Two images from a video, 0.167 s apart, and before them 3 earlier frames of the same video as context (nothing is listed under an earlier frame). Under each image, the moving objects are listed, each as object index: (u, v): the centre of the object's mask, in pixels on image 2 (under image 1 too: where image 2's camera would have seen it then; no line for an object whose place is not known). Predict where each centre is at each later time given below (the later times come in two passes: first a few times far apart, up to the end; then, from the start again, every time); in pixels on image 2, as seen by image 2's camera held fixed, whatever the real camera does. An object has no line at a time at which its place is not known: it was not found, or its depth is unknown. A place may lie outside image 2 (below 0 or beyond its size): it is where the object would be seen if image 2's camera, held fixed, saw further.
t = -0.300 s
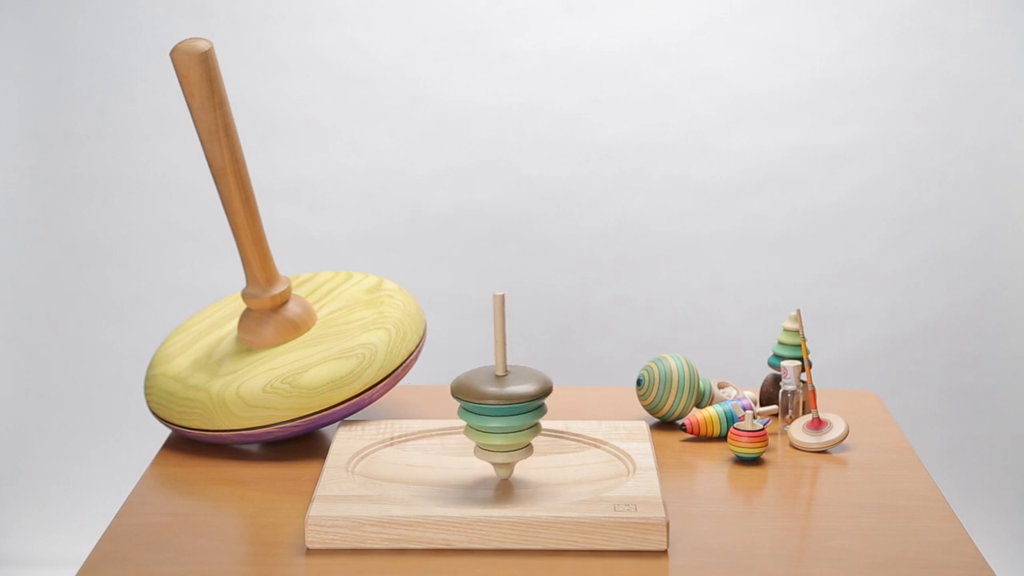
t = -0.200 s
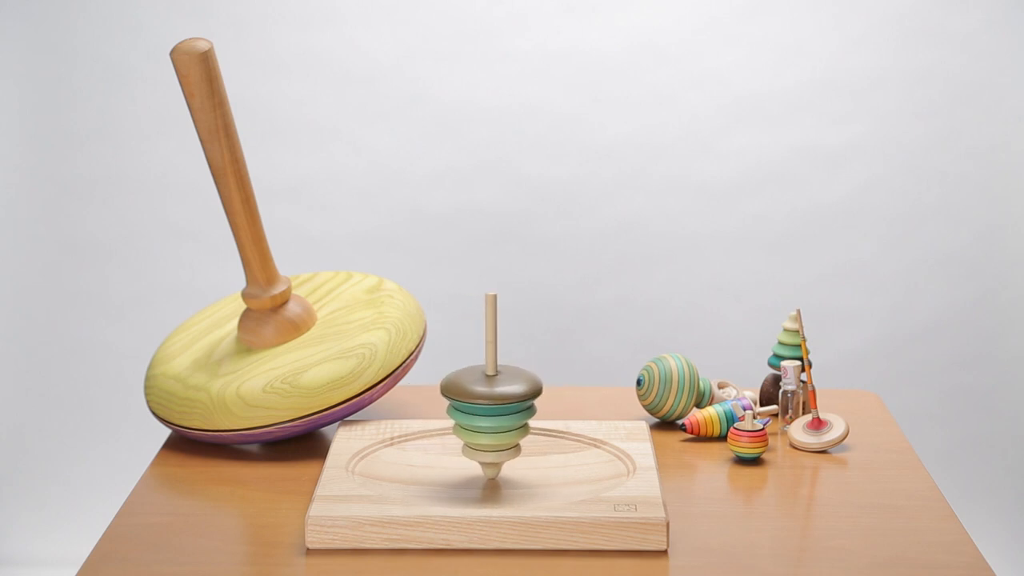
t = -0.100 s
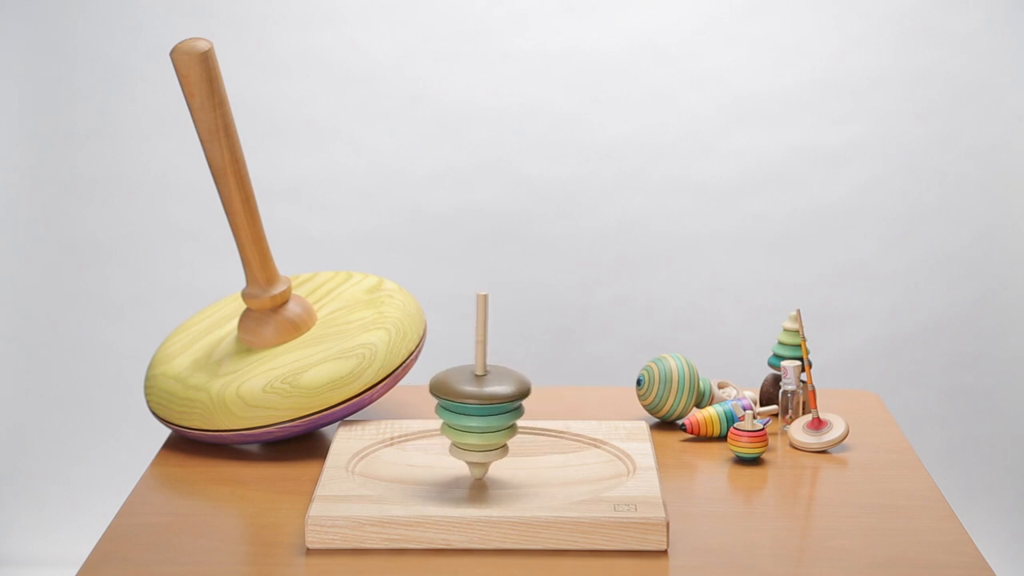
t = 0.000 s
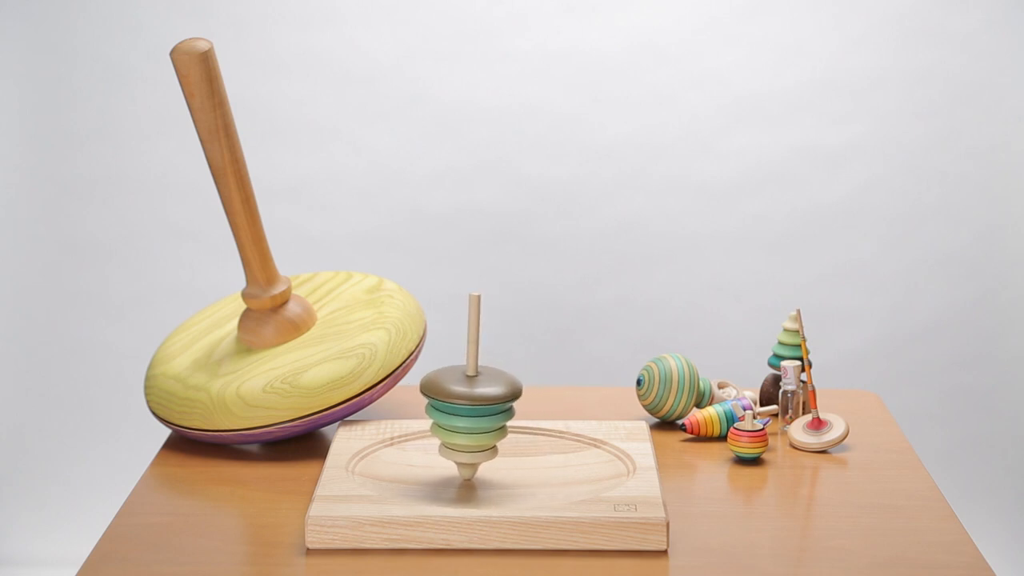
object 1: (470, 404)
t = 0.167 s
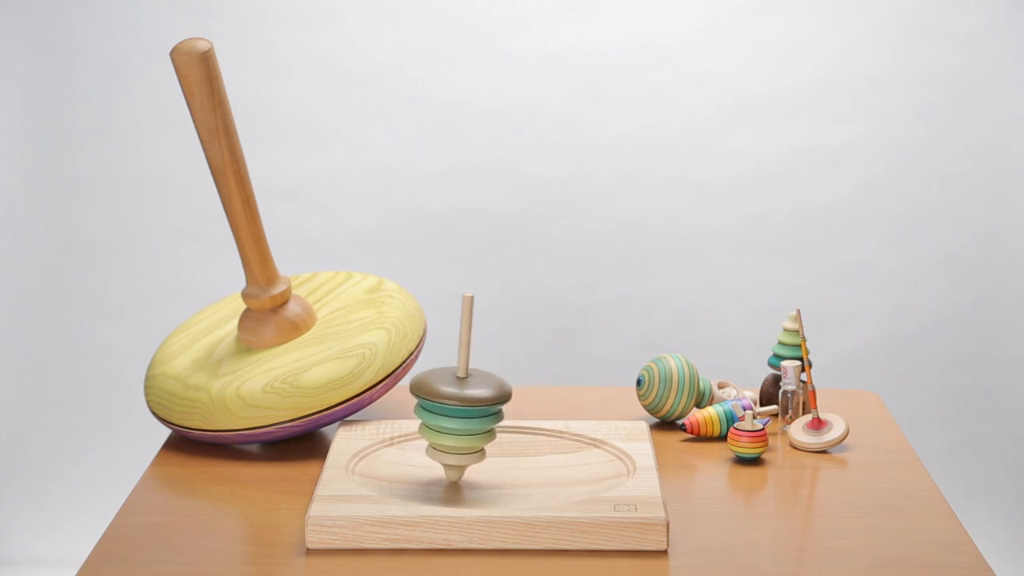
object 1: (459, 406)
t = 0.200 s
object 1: (458, 407)
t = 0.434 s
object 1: (458, 411)
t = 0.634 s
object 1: (466, 415)
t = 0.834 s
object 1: (481, 416)
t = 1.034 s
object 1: (499, 414)
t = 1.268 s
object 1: (517, 410)
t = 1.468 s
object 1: (522, 406)
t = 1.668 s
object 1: (514, 404)
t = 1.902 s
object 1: (492, 404)
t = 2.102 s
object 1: (468, 406)
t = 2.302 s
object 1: (453, 409)
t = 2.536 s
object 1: (452, 413)
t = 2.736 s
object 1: (464, 414)
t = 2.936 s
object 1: (485, 414)
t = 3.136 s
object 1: (509, 412)
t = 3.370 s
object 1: (529, 407)
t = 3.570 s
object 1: (525, 406)
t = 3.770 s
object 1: (505, 406)
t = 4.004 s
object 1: (474, 405)
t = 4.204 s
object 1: (456, 406)
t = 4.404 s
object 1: (453, 409)
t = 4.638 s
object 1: (465, 413)
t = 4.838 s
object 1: (482, 416)
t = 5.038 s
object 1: (500, 415)
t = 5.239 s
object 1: (515, 411)
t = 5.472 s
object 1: (520, 406)
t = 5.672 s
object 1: (510, 404)
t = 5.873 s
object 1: (491, 402)
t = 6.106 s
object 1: (469, 404)
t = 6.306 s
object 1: (458, 409)
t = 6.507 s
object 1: (458, 413)
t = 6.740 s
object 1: (470, 416)
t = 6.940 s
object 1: (483, 414)
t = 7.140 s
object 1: (507, 410)
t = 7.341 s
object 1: (523, 404)
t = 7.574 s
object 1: (522, 402)
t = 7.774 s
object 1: (506, 404)
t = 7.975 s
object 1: (480, 407)
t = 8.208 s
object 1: (456, 412)
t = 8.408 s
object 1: (448, 414)
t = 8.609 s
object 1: (458, 415)
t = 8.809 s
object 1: (481, 414)
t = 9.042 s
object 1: (509, 410)
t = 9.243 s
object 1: (526, 405)
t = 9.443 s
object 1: (525, 403)
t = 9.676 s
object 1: (505, 405)
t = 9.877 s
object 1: (478, 407)
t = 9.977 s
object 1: (465, 409)
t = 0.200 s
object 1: (458, 407)
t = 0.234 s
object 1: (457, 407)
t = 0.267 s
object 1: (457, 408)
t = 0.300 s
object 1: (456, 408)
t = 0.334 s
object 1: (456, 409)
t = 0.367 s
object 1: (457, 410)
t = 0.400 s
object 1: (457, 410)
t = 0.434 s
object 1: (458, 411)
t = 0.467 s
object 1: (459, 412)
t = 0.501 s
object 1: (460, 412)
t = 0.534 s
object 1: (461, 413)
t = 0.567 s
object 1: (463, 414)
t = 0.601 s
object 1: (464, 414)
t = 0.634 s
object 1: (466, 415)
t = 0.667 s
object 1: (468, 415)
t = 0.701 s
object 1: (470, 415)
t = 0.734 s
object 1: (473, 416)
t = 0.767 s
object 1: (476, 416)
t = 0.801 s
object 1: (478, 416)
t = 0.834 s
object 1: (481, 416)
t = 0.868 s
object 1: (484, 416)
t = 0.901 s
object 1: (486, 416)
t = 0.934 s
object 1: (490, 416)
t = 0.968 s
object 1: (493, 415)
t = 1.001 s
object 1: (496, 415)
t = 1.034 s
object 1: (499, 414)
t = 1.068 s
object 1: (501, 414)
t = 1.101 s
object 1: (504, 413)
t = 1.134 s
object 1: (507, 412)
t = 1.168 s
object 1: (509, 412)
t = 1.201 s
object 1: (512, 411)
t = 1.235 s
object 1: (514, 410)
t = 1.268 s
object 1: (517, 410)
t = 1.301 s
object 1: (519, 408)
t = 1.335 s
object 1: (521, 408)
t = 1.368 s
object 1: (521, 407)
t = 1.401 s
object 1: (522, 406)
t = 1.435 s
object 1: (522, 406)
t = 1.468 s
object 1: (522, 406)
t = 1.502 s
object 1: (521, 405)
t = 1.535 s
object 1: (520, 405)
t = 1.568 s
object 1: (519, 405)
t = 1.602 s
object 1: (518, 404)
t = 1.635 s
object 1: (516, 404)
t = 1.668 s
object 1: (514, 404)
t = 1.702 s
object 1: (512, 404)
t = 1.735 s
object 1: (509, 404)
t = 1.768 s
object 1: (506, 404)
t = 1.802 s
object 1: (503, 404)
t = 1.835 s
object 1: (500, 404)
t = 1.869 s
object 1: (496, 405)
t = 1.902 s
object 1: (492, 404)
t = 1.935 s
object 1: (488, 405)
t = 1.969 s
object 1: (484, 405)
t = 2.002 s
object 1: (480, 406)
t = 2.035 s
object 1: (476, 406)
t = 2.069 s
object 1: (472, 406)
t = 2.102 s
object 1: (468, 406)
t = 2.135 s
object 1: (465, 407)
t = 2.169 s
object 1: (461, 407)
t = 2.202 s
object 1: (459, 408)
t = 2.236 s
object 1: (456, 408)
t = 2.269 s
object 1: (454, 409)
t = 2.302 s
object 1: (453, 409)
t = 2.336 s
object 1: (451, 410)
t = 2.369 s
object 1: (451, 410)
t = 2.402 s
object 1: (451, 411)
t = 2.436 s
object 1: (451, 411)
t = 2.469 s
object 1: (451, 412)
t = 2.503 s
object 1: (451, 412)
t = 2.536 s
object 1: (452, 413)
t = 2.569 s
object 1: (454, 413)
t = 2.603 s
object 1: (455, 413)
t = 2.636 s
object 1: (457, 413)
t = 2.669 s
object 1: (459, 414)
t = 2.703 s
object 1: (462, 414)
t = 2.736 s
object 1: (464, 414)
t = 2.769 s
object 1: (467, 415)
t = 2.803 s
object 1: (471, 415)
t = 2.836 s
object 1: (474, 415)
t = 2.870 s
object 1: (477, 414)
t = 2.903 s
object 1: (481, 414)
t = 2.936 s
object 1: (485, 414)
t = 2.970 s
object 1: (489, 414)
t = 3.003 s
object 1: (493, 414)
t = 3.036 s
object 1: (497, 413)
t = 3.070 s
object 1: (501, 412)
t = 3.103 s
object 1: (505, 412)
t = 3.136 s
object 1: (509, 412)
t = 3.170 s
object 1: (512, 411)
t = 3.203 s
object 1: (516, 410)
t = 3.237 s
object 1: (519, 409)
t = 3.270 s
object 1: (522, 409)
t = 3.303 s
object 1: (525, 408)
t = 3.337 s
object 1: (527, 407)
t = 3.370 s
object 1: (529, 407)
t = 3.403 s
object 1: (529, 407)
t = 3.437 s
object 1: (529, 407)
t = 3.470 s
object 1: (529, 406)
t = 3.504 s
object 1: (528, 406)
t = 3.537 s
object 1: (527, 406)
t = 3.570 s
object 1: (525, 406)
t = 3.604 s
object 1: (523, 406)
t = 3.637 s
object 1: (520, 406)
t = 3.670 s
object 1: (517, 406)
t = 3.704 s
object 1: (514, 406)
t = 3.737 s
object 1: (510, 406)
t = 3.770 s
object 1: (505, 406)
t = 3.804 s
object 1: (501, 406)
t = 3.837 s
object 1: (497, 405)
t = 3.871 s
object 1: (492, 405)
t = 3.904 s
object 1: (487, 405)
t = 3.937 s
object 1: (483, 405)
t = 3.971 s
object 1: (479, 405)
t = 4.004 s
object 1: (474, 405)
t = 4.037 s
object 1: (470, 405)
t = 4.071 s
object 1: (466, 405)
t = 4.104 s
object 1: (463, 405)
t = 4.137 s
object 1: (460, 406)
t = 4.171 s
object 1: (457, 406)
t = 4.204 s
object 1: (456, 406)
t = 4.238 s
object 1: (454, 406)
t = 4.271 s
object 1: (453, 407)
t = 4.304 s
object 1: (453, 407)
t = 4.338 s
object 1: (453, 408)
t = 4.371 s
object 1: (453, 408)
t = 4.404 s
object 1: (453, 409)
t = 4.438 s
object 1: (454, 410)
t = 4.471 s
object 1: (455, 410)
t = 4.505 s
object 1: (456, 411)
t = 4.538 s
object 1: (458, 412)
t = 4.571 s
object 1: (460, 412)
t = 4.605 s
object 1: (462, 413)
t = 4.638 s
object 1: (465, 413)
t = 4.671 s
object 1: (467, 414)
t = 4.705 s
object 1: (470, 414)
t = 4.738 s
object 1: (472, 415)
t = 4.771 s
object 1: (475, 415)
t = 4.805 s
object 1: (478, 416)
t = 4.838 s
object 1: (482, 416)
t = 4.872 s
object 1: (485, 416)
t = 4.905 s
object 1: (488, 416)
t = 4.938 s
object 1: (492, 416)
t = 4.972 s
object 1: (494, 416)
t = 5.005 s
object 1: (497, 416)
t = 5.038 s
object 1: (500, 415)
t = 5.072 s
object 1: (503, 414)
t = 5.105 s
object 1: (506, 414)
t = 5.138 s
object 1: (508, 414)
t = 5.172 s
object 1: (510, 413)
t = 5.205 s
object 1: (512, 412)
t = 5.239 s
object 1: (515, 411)
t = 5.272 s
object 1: (517, 410)
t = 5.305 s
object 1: (518, 410)
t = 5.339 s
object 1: (519, 409)
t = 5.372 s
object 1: (520, 408)
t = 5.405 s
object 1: (520, 408)
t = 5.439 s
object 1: (520, 407)
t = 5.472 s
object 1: (520, 406)
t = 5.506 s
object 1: (519, 406)
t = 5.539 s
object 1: (518, 405)
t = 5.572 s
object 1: (517, 405)
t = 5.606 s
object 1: (515, 404)
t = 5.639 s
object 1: (513, 404)
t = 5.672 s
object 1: (510, 404)
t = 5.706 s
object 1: (508, 403)
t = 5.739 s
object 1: (504, 403)
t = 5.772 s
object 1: (501, 403)
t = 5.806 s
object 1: (498, 403)
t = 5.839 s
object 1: (495, 403)
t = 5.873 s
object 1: (491, 402)
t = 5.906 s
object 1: (487, 402)
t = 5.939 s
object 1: (484, 402)
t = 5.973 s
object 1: (481, 403)
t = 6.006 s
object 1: (478, 403)
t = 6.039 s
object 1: (474, 403)
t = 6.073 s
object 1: (471, 404)
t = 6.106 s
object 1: (469, 404)
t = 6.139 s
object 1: (466, 405)
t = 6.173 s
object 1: (464, 406)
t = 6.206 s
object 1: (462, 406)
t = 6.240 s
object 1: (460, 407)
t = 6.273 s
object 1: (459, 408)
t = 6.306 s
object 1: (458, 409)
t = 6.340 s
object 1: (457, 410)
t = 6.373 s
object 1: (457, 410)
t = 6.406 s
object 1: (457, 411)
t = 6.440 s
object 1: (457, 412)
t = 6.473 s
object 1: (458, 413)
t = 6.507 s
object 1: (458, 413)
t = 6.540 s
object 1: (459, 414)
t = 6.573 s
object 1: (460, 414)
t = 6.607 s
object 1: (462, 415)
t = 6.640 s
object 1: (463, 415)
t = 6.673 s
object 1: (466, 416)
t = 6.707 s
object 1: (468, 416)
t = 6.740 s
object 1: (470, 416)
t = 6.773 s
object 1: (473, 416)
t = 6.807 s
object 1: (475, 416)
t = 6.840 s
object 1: (475, 416)
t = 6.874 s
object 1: (477, 415)
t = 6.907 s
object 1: (480, 415)
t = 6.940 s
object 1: (483, 414)
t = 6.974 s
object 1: (487, 414)
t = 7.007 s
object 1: (491, 413)
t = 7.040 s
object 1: (495, 413)
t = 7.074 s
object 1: (499, 412)
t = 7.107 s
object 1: (503, 411)
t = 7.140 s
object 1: (507, 410)
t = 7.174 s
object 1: (510, 409)
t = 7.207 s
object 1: (513, 408)
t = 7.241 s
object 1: (516, 407)
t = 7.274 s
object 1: (519, 406)
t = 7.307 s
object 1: (521, 405)
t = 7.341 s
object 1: (523, 404)
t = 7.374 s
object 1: (524, 403)
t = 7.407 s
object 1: (524, 403)
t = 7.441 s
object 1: (525, 402)
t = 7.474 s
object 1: (525, 402)
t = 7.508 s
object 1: (524, 402)
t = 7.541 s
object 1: (523, 402)
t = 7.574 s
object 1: (522, 402)
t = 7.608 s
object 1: (520, 402)
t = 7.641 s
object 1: (518, 403)
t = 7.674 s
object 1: (516, 403)
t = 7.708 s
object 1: (513, 403)
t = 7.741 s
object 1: (510, 403)
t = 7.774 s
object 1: (506, 404)
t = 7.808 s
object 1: (502, 404)
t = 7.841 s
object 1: (498, 405)
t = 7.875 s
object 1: (493, 406)
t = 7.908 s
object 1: (489, 405)
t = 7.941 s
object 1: (485, 406)
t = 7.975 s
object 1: (480, 407)
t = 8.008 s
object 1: (476, 408)
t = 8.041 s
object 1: (472, 408)
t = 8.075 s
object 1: (468, 409)
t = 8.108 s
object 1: (464, 410)
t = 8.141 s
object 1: (461, 411)
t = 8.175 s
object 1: (458, 411)
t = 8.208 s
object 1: (456, 412)
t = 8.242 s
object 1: (453, 412)
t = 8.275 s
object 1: (451, 413)
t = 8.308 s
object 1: (450, 413)
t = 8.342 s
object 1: (448, 414)
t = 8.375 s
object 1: (448, 414)
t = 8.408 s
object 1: (448, 414)
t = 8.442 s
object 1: (448, 414)
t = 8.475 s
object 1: (448, 415)
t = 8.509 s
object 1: (450, 415)
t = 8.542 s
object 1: (451, 415)
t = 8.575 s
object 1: (454, 415)
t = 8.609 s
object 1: (458, 415)
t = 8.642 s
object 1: (461, 415)
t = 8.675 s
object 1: (464, 415)
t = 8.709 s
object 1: (468, 415)
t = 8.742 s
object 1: (472, 415)
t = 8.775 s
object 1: (476, 415)
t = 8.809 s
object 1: (481, 414)
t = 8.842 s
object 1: (485, 414)
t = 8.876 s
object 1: (489, 414)
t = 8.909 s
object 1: (493, 413)
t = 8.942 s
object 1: (497, 412)
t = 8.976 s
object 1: (502, 412)
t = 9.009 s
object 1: (506, 411)
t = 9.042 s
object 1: (509, 410)
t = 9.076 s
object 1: (513, 409)
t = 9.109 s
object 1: (517, 409)
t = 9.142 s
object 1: (520, 407)
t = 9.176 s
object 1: (522, 407)
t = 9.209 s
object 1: (525, 406)
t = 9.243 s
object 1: (526, 405)
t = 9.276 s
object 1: (527, 404)
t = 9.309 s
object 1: (528, 404)
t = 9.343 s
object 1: (528, 404)
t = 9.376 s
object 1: (527, 403)
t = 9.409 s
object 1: (527, 403)
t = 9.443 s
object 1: (525, 403)
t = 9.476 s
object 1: (524, 403)
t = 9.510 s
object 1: (522, 403)
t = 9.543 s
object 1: (519, 403)
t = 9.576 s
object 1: (516, 403)
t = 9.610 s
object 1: (513, 404)
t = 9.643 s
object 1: (509, 404)
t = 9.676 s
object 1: (505, 405)
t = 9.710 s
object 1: (501, 405)
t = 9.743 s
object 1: (496, 405)
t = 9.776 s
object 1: (492, 406)
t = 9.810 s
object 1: (487, 406)
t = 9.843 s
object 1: (482, 406)
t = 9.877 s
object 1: (478, 407)
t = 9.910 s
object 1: (473, 407)
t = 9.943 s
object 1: (469, 408)
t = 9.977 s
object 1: (465, 409)
